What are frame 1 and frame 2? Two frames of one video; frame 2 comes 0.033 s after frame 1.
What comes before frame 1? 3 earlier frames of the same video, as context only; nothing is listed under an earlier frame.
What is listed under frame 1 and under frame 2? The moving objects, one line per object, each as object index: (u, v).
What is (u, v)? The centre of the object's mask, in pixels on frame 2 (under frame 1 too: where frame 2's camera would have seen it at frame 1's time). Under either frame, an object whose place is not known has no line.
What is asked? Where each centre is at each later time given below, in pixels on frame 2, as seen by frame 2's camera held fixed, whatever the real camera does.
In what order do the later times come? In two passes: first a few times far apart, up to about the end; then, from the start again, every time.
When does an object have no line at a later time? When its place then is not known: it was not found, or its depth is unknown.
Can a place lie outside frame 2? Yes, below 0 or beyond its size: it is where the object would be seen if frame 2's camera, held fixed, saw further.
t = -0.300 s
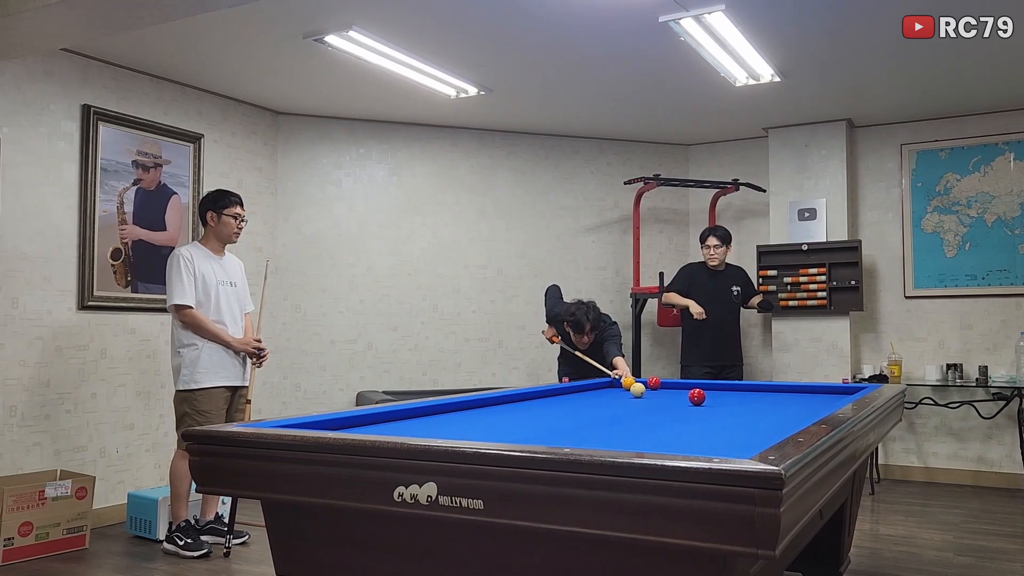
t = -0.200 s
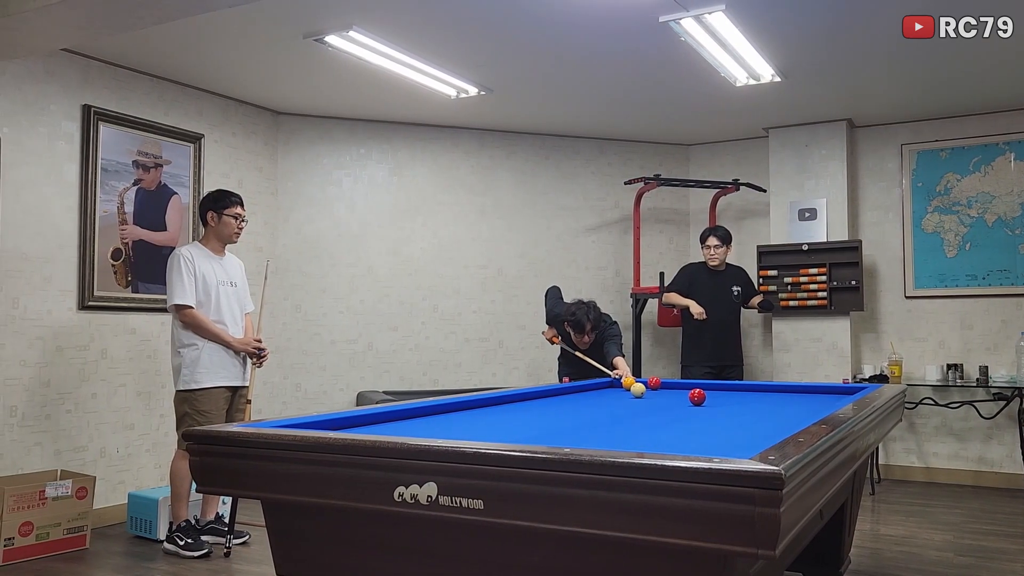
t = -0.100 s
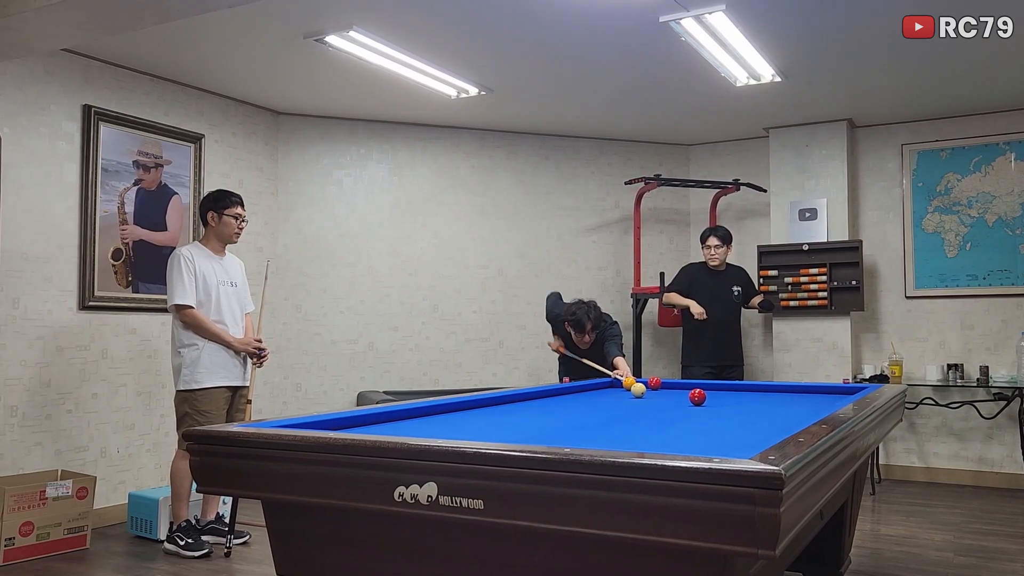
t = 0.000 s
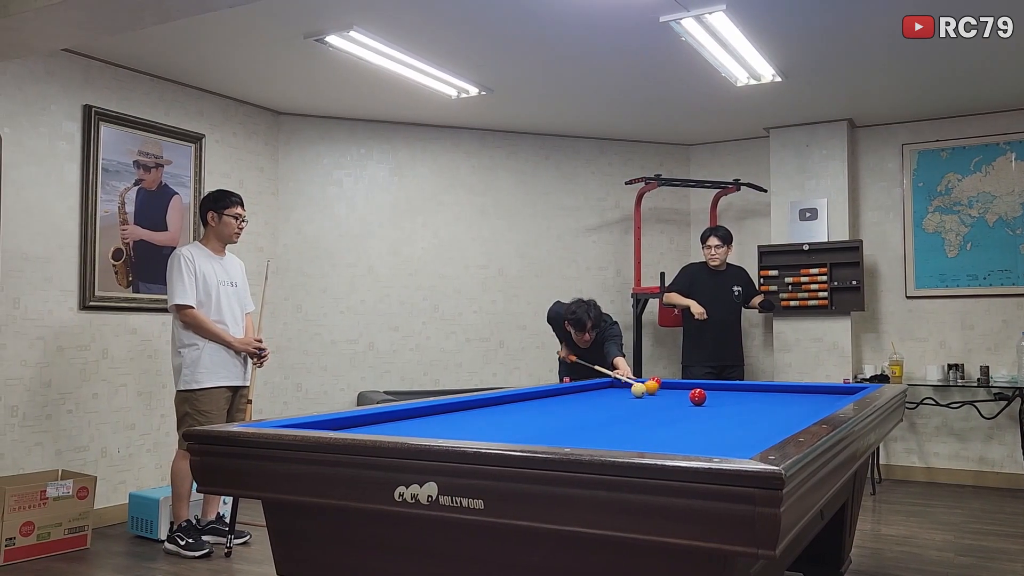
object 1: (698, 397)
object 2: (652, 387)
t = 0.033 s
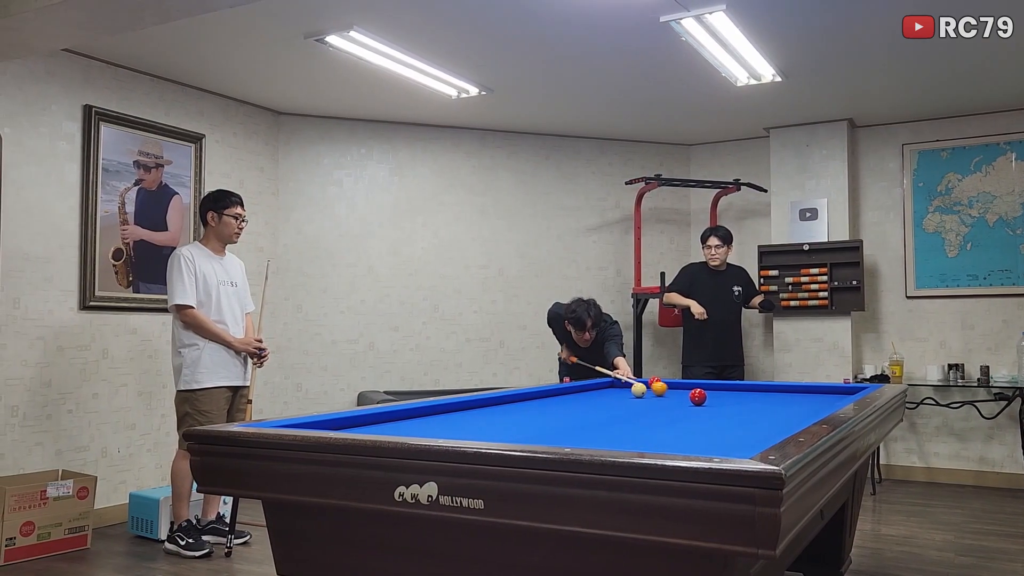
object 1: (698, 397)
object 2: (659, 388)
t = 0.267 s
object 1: (694, 401)
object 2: (727, 396)
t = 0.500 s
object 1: (682, 413)
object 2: (800, 398)
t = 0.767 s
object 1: (668, 428)
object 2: (807, 397)
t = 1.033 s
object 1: (647, 443)
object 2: (772, 394)
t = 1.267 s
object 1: (685, 441)
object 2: (745, 391)
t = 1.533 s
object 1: (725, 432)
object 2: (717, 389)
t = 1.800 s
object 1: (759, 424)
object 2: (692, 387)
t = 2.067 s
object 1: (788, 416)
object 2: (670, 384)
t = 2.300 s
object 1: (808, 410)
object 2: (661, 384)
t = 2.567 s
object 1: (817, 405)
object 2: (656, 383)
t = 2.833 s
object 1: (822, 401)
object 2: (652, 383)
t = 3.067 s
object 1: (826, 399)
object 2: (649, 382)
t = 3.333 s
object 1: (829, 395)
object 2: (645, 381)
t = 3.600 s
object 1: (832, 392)
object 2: (638, 380)
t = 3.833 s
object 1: (835, 390)
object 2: (634, 380)
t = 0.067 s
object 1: (698, 397)
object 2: (668, 390)
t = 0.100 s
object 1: (698, 397)
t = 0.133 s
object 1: (698, 397)
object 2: (685, 393)
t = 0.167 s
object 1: (698, 397)
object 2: (690, 392)
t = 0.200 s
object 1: (696, 398)
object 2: (708, 395)
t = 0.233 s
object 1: (695, 400)
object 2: (717, 395)
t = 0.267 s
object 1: (694, 401)
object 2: (727, 396)
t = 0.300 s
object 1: (692, 403)
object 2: (738, 396)
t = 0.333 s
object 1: (691, 404)
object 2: (748, 396)
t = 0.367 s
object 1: (689, 406)
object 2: (758, 397)
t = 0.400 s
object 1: (687, 408)
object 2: (769, 397)
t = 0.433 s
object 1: (686, 410)
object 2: (779, 397)
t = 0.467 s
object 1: (684, 411)
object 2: (789, 398)
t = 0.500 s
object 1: (682, 413)
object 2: (800, 398)
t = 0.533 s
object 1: (681, 415)
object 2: (811, 398)
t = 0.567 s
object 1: (679, 416)
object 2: (822, 399)
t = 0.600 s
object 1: (678, 418)
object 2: (832, 397)
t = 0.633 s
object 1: (676, 420)
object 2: (835, 397)
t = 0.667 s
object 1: (674, 422)
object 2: (827, 398)
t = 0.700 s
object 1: (672, 424)
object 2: (820, 398)
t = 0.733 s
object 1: (670, 426)
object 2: (813, 397)
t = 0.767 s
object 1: (668, 428)
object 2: (807, 397)
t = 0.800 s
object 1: (665, 430)
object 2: (802, 397)
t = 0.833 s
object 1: (663, 433)
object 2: (798, 396)
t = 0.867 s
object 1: (661, 435)
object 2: (793, 396)
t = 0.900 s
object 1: (658, 437)
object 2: (789, 395)
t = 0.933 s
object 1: (656, 439)
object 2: (785, 395)
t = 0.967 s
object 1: (653, 441)
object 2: (780, 395)
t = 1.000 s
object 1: (650, 442)
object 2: (776, 394)
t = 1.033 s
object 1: (647, 443)
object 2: (772, 394)
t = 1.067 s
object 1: (644, 445)
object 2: (768, 393)
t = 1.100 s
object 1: (650, 444)
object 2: (764, 393)
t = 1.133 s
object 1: (658, 443)
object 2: (760, 393)
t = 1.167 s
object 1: (665, 443)
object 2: (756, 392)
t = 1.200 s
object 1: (672, 442)
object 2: (753, 392)
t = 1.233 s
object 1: (679, 441)
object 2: (749, 392)
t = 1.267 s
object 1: (685, 441)
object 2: (745, 391)
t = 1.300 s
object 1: (691, 440)
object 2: (741, 391)
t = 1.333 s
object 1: (696, 439)
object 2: (738, 391)
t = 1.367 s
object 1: (701, 438)
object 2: (734, 390)
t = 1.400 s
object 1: (706, 436)
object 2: (731, 390)
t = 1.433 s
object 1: (711, 435)
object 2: (727, 390)
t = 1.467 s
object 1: (716, 434)
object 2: (724, 389)
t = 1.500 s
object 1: (721, 433)
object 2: (721, 389)
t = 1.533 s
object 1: (725, 432)
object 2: (717, 389)
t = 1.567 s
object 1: (730, 431)
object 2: (714, 388)
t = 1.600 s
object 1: (735, 430)
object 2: (711, 388)
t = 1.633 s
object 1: (739, 429)
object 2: (707, 388)
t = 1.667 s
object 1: (743, 428)
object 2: (704, 388)
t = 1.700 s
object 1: (747, 427)
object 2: (701, 387)
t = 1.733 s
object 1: (751, 426)
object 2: (698, 387)
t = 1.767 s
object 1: (755, 425)
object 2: (695, 387)
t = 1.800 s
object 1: (759, 424)
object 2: (692, 387)
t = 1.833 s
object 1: (763, 423)
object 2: (689, 386)
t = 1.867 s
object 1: (767, 422)
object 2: (686, 386)
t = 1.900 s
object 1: (770, 421)
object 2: (683, 386)
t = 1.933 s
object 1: (774, 420)
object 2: (681, 385)
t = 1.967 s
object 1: (778, 419)
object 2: (678, 385)
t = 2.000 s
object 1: (781, 418)
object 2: (675, 385)
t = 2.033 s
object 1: (784, 417)
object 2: (672, 385)
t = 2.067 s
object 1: (788, 416)
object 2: (670, 384)
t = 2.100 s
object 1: (791, 415)
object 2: (667, 384)
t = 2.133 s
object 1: (794, 414)
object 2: (664, 384)
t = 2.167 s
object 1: (797, 413)
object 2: (664, 384)
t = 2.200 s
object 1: (800, 412)
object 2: (663, 384)
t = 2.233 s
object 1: (803, 411)
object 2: (662, 384)
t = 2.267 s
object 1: (806, 410)
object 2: (662, 384)
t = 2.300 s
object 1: (808, 410)
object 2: (661, 384)
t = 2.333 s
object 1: (811, 409)
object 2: (660, 384)
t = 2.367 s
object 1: (813, 408)
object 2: (660, 384)
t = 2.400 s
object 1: (813, 408)
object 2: (659, 384)
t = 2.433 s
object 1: (814, 407)
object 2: (659, 384)
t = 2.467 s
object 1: (815, 406)
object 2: (658, 383)
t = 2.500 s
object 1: (816, 406)
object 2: (657, 383)
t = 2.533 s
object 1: (816, 405)
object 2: (657, 383)
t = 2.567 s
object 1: (817, 405)
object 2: (656, 383)
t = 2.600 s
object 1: (818, 404)
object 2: (656, 383)
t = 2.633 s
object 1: (818, 404)
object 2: (655, 383)
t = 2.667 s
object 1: (819, 404)
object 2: (654, 383)
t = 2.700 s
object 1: (820, 403)
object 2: (654, 383)
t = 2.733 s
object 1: (820, 403)
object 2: (653, 383)
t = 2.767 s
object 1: (821, 402)
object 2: (653, 383)
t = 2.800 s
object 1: (821, 402)
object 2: (652, 383)
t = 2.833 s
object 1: (822, 401)
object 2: (652, 383)
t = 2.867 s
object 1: (822, 401)
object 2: (651, 383)
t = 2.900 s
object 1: (823, 401)
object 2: (651, 383)
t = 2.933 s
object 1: (824, 400)
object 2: (650, 383)
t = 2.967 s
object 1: (824, 400)
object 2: (650, 383)
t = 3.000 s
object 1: (825, 399)
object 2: (649, 382)
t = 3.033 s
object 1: (825, 399)
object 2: (649, 382)
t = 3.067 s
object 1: (826, 399)
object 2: (649, 382)
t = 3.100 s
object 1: (826, 398)
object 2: (648, 382)
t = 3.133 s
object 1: (827, 398)
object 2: (648, 382)
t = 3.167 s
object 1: (827, 397)
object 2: (647, 382)
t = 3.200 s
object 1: (828, 397)
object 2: (647, 382)
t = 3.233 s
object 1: (828, 397)
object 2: (646, 382)
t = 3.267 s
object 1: (829, 396)
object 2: (646, 381)
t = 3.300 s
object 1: (829, 395)
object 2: (646, 381)
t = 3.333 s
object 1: (829, 395)
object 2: (645, 381)
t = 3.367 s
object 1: (830, 395)
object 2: (645, 381)
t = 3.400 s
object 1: (830, 394)
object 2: (644, 381)
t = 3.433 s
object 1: (831, 394)
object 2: (643, 381)
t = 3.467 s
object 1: (831, 394)
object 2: (642, 380)
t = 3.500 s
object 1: (831, 393)
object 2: (641, 380)
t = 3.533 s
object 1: (832, 393)
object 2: (640, 380)
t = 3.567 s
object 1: (832, 393)
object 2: (639, 380)
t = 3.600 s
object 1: (832, 392)
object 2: (638, 380)
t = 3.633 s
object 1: (833, 392)
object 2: (637, 380)
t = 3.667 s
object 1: (833, 391)
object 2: (636, 380)
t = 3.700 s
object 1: (834, 391)
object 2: (635, 380)
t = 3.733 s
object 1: (834, 391)
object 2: (635, 380)
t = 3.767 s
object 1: (834, 391)
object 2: (634, 380)
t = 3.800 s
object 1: (835, 390)
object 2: (634, 380)
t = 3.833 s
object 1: (835, 390)
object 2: (634, 380)
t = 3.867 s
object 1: (835, 389)
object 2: (633, 380)
